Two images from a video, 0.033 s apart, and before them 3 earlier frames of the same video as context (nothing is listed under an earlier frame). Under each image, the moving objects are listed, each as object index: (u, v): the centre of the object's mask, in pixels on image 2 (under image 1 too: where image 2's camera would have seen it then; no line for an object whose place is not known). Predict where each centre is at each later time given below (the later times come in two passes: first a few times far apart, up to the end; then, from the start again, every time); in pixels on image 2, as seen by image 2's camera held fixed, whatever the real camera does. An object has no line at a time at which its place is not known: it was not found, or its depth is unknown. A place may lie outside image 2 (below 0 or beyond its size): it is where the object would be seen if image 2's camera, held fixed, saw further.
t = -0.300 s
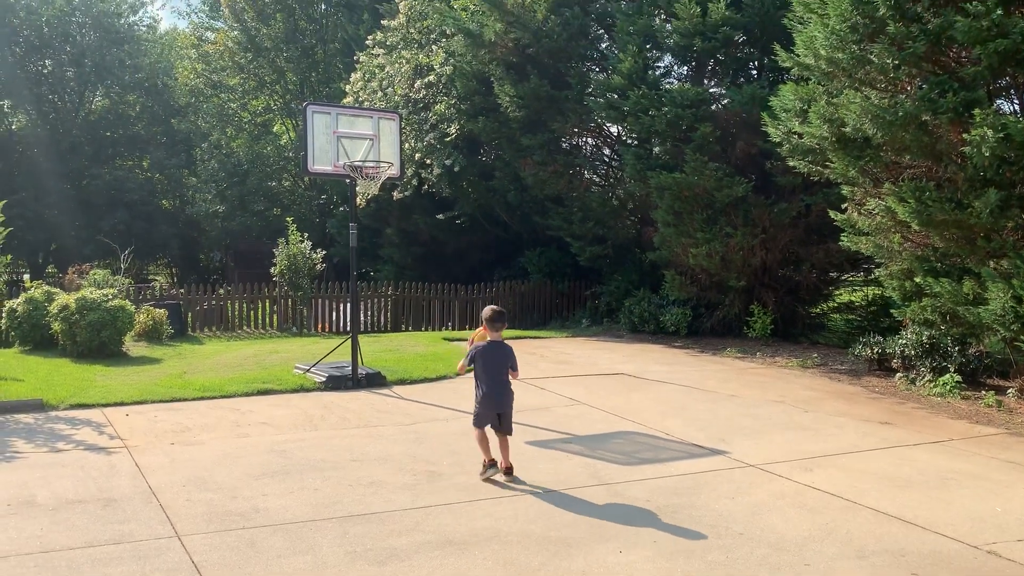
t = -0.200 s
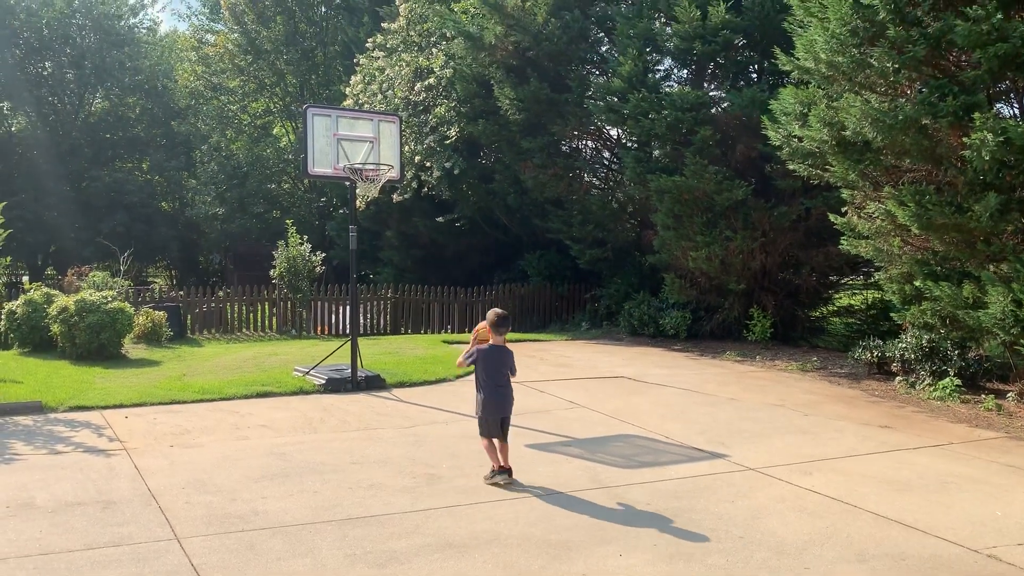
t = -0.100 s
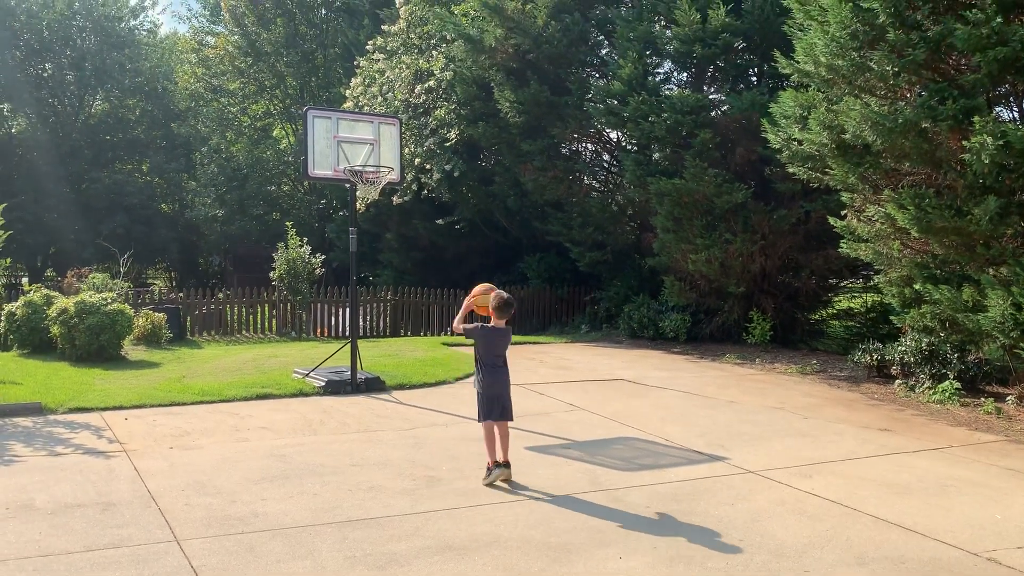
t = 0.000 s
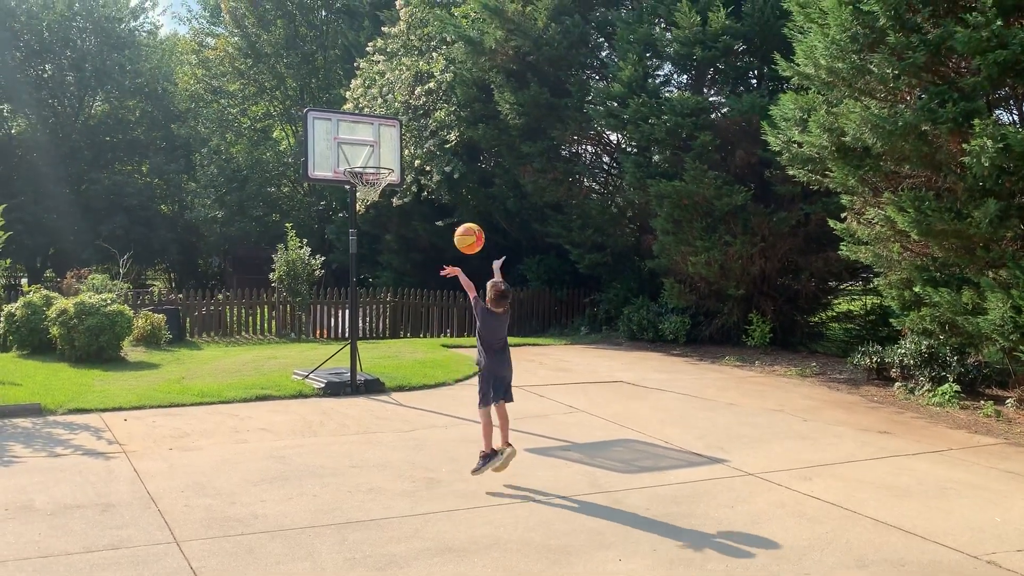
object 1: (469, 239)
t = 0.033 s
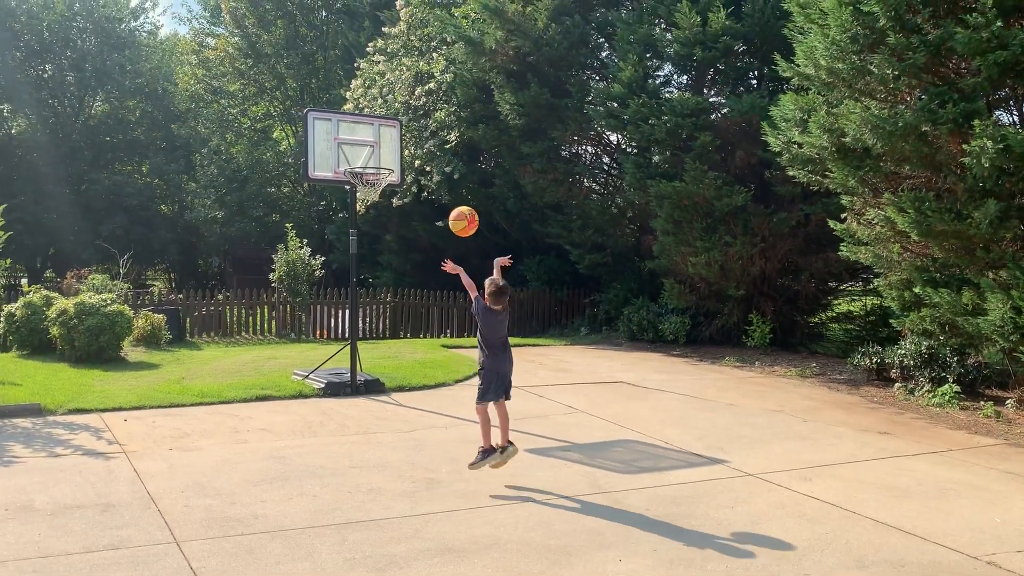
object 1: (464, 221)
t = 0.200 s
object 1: (436, 163)
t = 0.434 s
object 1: (406, 147)
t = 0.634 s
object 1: (383, 184)
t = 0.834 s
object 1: (363, 245)
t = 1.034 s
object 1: (412, 314)
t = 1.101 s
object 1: (428, 345)
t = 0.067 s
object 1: (458, 206)
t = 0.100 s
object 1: (453, 192)
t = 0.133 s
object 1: (447, 181)
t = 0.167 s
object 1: (441, 171)
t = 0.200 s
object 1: (436, 163)
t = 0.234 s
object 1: (432, 156)
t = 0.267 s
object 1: (427, 151)
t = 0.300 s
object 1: (422, 148)
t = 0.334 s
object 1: (418, 146)
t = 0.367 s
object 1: (413, 145)
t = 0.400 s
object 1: (409, 146)
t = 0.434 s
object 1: (406, 147)
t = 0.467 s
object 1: (401, 150)
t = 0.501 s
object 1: (398, 155)
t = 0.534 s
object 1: (393, 160)
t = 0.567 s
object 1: (390, 166)
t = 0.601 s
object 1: (386, 173)
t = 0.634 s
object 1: (383, 184)
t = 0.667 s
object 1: (379, 190)
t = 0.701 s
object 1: (376, 200)
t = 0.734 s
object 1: (372, 210)
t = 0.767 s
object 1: (368, 221)
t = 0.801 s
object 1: (365, 233)
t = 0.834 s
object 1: (363, 245)
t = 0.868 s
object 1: (372, 254)
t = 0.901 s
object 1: (380, 264)
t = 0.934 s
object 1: (388, 275)
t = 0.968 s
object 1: (396, 287)
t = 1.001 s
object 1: (404, 300)
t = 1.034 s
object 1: (412, 314)
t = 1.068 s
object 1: (420, 328)
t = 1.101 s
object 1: (428, 345)
